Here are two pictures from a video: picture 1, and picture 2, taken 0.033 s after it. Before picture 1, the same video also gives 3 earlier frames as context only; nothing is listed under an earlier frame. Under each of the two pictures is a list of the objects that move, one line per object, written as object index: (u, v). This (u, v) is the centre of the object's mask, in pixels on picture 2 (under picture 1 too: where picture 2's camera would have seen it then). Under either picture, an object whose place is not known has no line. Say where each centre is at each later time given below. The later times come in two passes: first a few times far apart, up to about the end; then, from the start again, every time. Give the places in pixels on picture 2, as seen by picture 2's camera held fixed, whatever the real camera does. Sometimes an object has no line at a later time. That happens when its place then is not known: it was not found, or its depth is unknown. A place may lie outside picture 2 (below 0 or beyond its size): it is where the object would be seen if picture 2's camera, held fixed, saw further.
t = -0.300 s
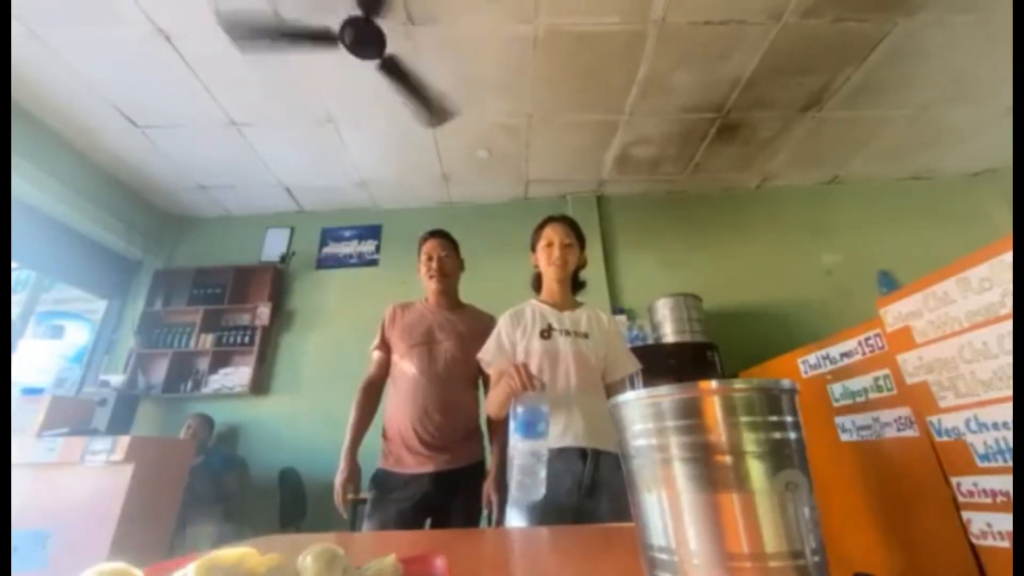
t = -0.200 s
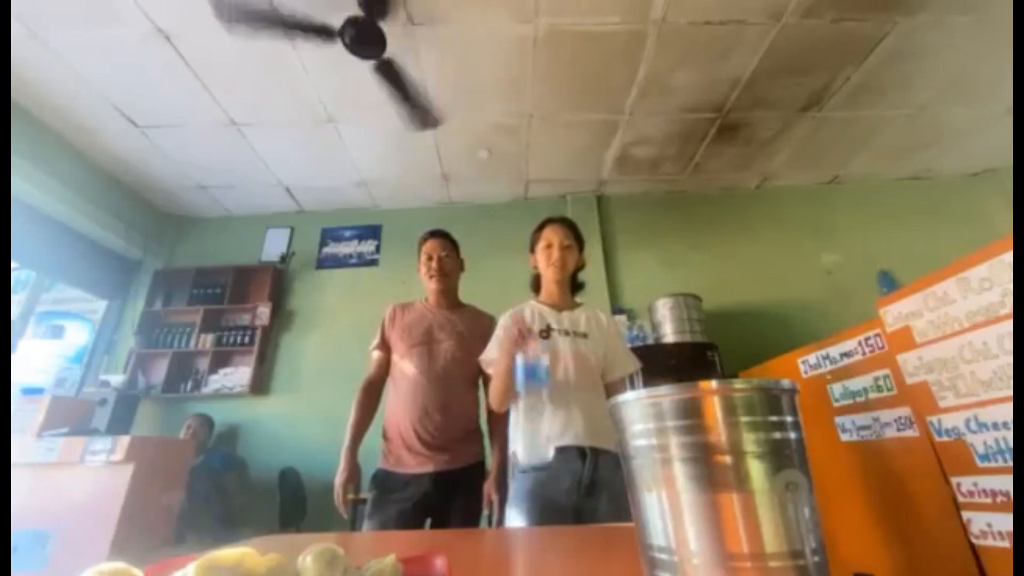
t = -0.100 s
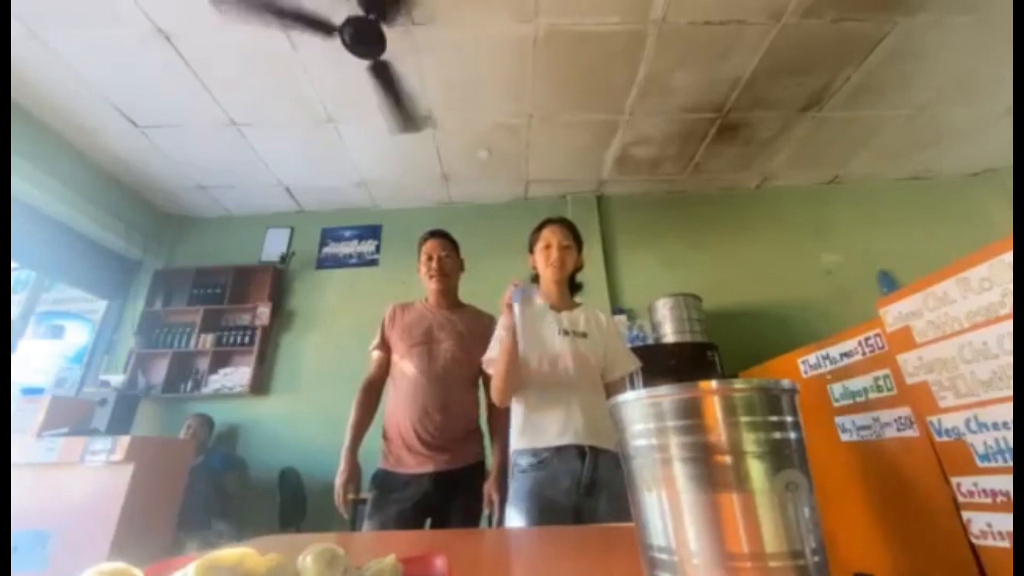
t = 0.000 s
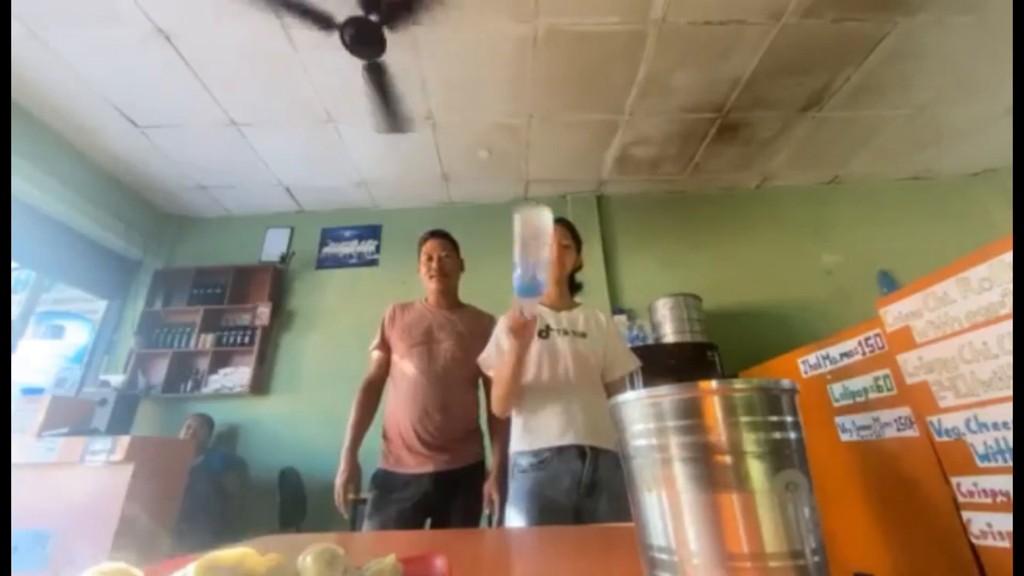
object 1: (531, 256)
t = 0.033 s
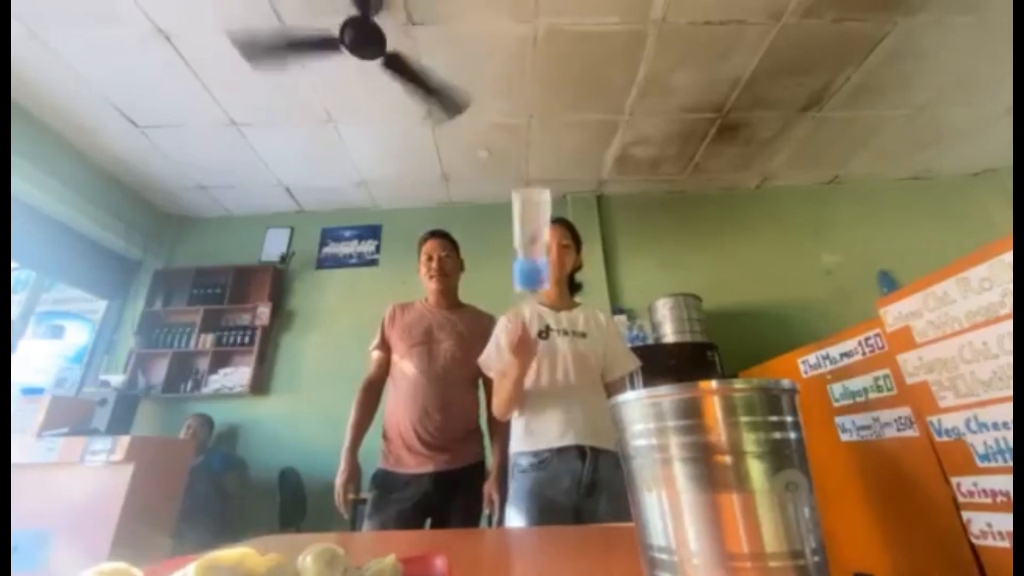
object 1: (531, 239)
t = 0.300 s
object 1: (531, 203)
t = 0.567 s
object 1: (535, 455)
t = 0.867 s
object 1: (527, 517)
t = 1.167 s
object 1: (533, 518)
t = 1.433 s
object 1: (545, 518)
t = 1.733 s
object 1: (563, 519)
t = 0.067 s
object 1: (530, 226)
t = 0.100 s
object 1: (531, 214)
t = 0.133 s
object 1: (531, 203)
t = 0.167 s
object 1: (533, 195)
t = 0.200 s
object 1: (532, 183)
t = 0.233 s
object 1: (531, 180)
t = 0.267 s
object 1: (531, 187)
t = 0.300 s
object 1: (531, 203)
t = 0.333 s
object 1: (532, 229)
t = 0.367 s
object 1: (533, 263)
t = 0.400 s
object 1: (535, 303)
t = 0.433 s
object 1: (537, 368)
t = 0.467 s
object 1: (539, 436)
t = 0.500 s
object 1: (537, 445)
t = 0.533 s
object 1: (536, 443)
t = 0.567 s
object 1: (535, 455)
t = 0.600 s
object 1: (533, 462)
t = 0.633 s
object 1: (528, 473)
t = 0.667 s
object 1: (523, 494)
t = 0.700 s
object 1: (522, 513)
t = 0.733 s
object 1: (523, 517)
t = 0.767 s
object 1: (524, 517)
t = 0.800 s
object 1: (526, 517)
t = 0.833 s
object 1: (527, 517)
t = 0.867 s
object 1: (527, 517)
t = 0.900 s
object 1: (526, 517)
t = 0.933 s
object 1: (527, 517)
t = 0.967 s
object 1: (528, 517)
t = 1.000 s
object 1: (530, 517)
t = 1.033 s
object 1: (532, 518)
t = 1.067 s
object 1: (533, 518)
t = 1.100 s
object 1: (532, 518)
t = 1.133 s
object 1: (532, 518)
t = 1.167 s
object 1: (533, 518)
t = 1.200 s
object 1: (535, 518)
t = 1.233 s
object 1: (536, 518)
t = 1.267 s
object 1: (539, 518)
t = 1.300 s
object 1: (540, 518)
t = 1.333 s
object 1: (541, 518)
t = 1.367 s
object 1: (541, 518)
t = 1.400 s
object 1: (542, 518)
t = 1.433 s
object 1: (545, 518)
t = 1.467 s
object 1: (548, 518)
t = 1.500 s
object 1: (550, 518)
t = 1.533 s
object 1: (552, 518)
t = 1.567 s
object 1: (553, 518)
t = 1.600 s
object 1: (554, 518)
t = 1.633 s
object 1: (556, 519)
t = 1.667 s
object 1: (559, 519)
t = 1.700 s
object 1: (561, 519)
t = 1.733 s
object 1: (563, 519)
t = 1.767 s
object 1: (565, 518)
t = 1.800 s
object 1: (565, 519)
